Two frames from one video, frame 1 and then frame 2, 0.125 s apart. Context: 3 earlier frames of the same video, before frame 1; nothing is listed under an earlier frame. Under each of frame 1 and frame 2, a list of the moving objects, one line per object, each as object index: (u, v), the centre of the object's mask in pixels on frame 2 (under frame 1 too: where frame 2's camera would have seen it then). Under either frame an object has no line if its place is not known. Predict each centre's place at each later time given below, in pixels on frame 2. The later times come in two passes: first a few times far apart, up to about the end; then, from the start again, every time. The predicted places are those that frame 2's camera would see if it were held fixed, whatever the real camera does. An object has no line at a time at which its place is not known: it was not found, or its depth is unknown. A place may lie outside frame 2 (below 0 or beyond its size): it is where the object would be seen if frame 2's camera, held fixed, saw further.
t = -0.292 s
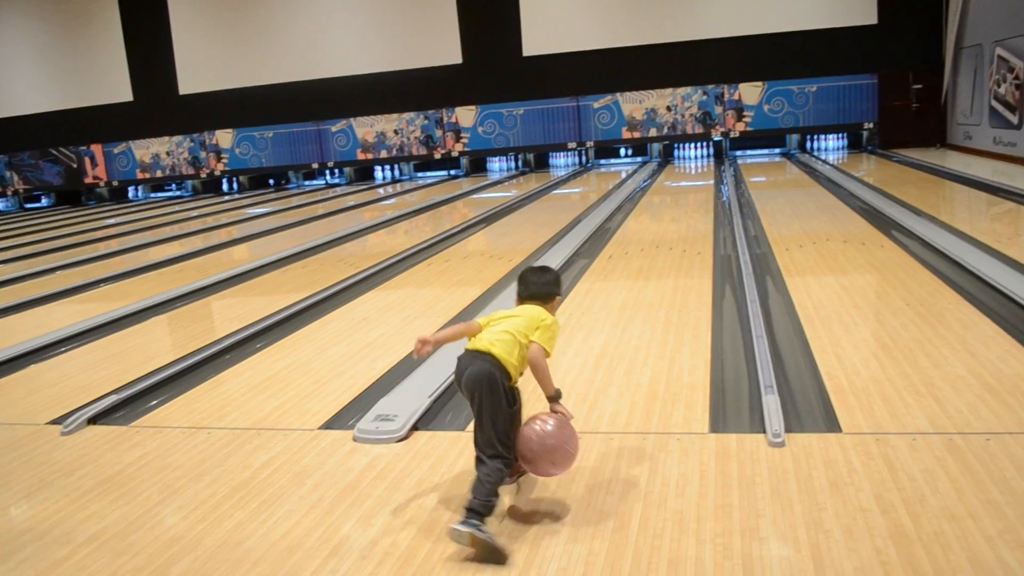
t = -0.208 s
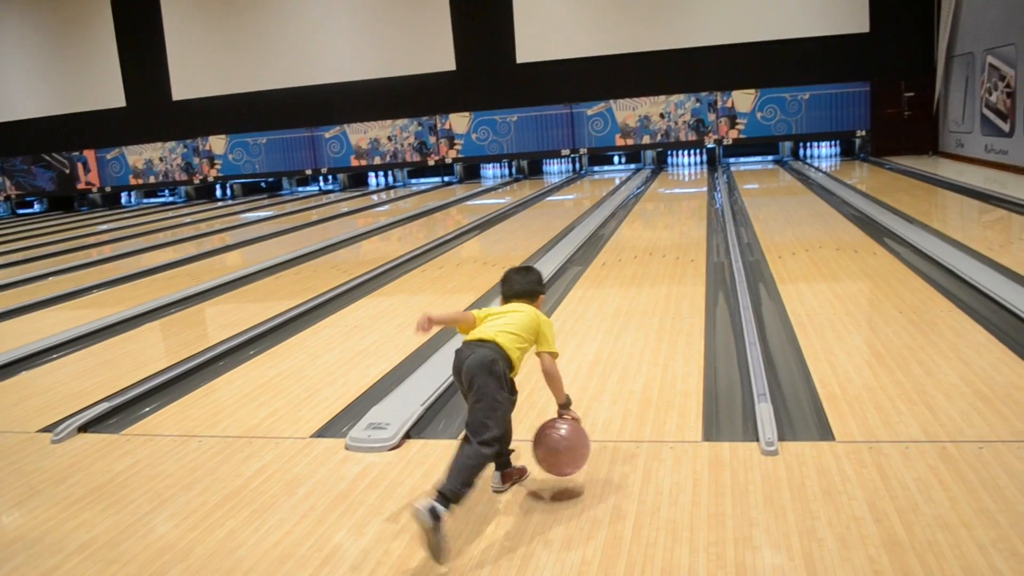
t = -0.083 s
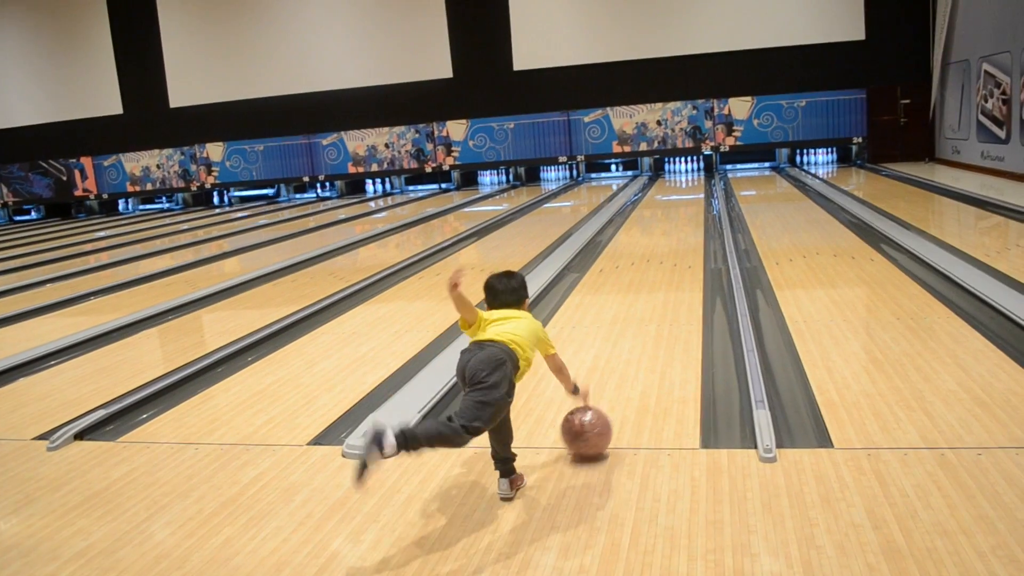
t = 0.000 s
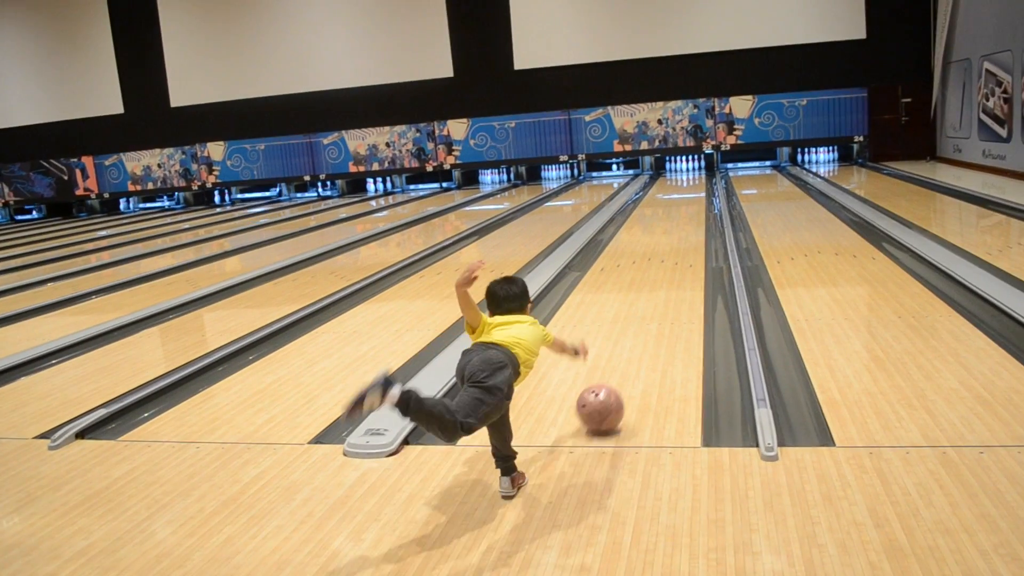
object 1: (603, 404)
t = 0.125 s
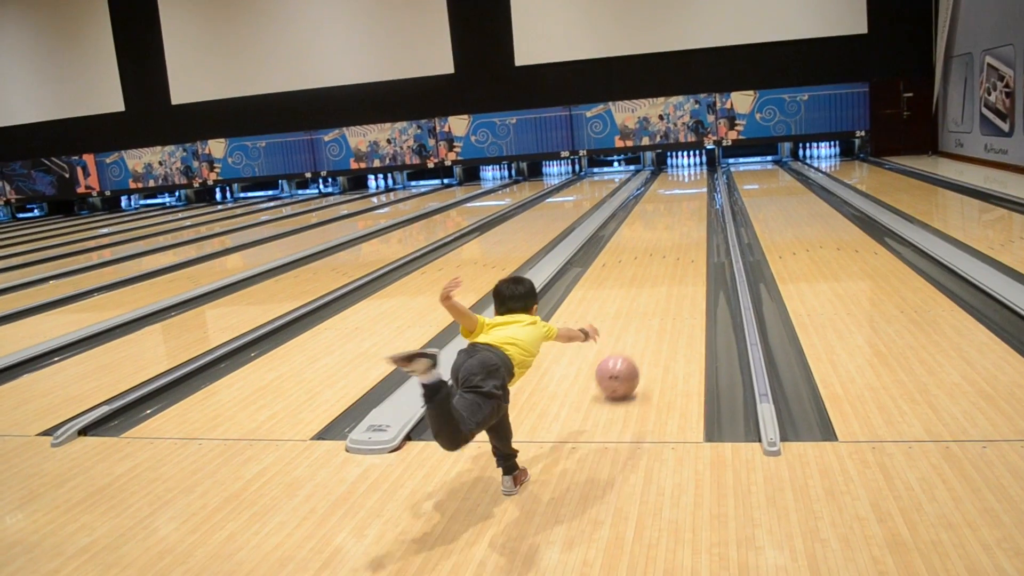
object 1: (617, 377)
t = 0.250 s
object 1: (630, 355)
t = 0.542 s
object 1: (651, 315)
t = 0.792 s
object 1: (665, 290)
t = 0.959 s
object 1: (672, 277)
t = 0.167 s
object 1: (622, 369)
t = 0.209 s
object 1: (626, 362)
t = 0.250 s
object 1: (630, 355)
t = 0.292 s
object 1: (633, 348)
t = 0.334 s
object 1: (636, 342)
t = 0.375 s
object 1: (640, 336)
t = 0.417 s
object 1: (643, 330)
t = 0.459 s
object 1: (645, 325)
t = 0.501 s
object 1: (648, 320)
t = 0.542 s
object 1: (651, 315)
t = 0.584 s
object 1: (654, 310)
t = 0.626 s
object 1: (656, 306)
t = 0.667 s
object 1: (658, 302)
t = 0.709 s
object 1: (660, 298)
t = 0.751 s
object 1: (663, 294)
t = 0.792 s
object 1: (665, 290)
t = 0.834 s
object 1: (667, 287)
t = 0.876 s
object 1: (668, 283)
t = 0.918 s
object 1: (670, 280)
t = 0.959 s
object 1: (672, 277)
